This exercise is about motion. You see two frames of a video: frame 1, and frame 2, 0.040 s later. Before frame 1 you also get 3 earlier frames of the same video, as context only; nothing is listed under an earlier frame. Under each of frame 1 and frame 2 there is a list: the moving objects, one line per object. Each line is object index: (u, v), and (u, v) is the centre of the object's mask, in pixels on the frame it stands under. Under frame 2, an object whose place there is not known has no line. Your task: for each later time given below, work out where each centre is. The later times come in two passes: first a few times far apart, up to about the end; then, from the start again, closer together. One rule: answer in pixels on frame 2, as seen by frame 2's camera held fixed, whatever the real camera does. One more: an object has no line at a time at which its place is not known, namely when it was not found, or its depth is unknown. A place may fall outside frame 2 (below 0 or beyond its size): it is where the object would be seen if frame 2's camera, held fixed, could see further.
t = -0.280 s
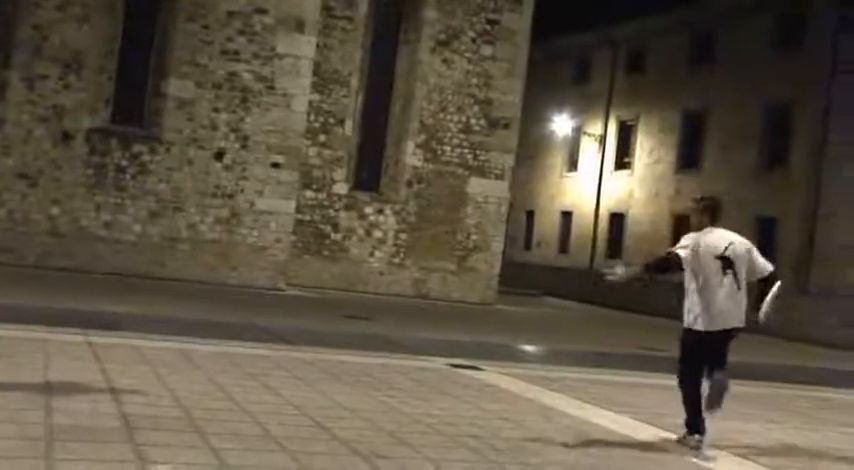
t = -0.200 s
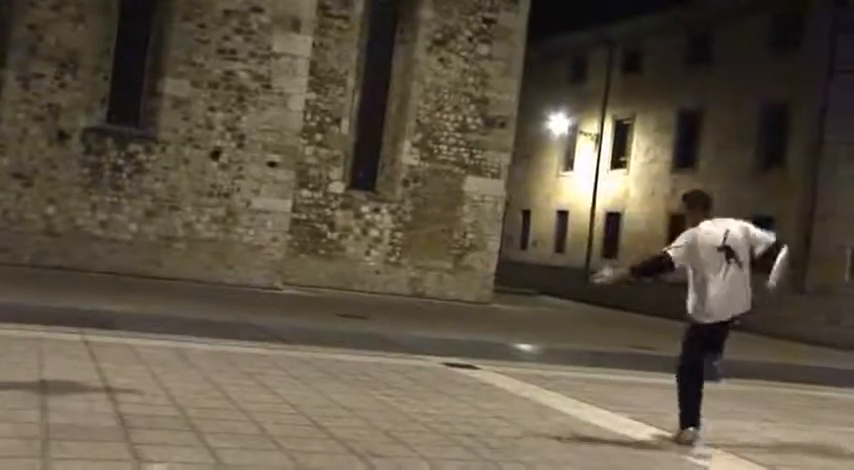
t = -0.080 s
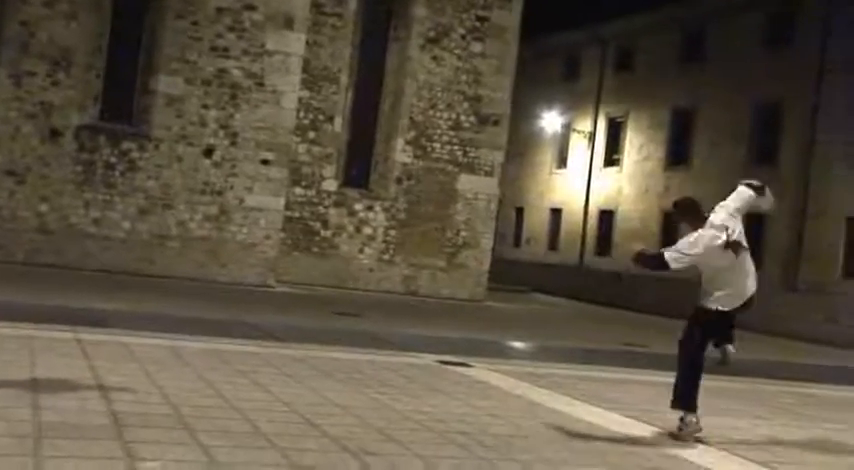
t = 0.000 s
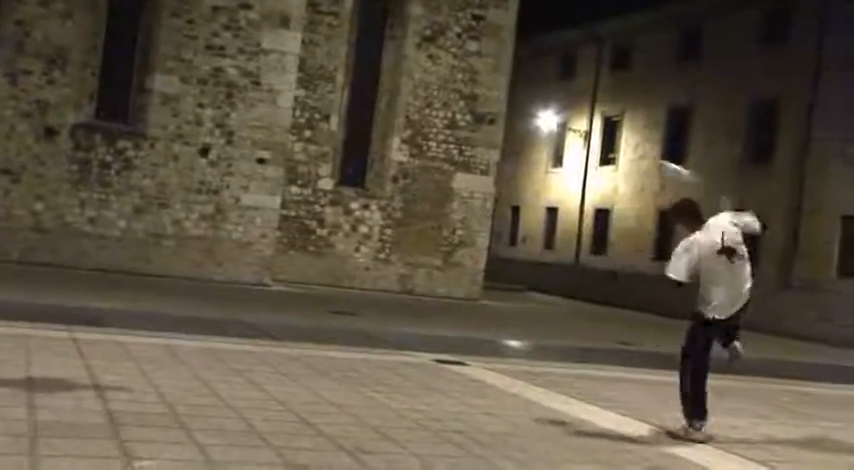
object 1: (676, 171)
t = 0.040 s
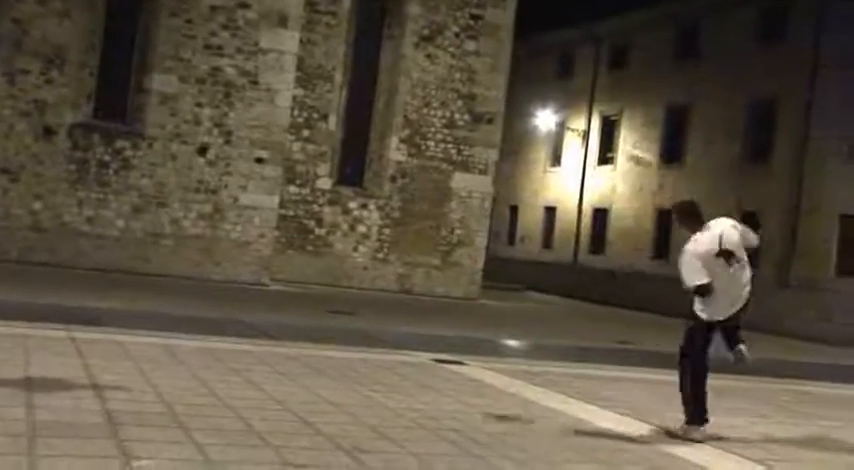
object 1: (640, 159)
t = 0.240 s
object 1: (478, 106)
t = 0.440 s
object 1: (328, 74)
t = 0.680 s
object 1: (157, 73)
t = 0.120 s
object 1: (571, 136)
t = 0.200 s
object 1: (511, 117)
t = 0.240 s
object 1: (478, 106)
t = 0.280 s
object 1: (449, 97)
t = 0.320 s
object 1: (417, 88)
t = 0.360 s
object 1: (386, 85)
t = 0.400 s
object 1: (358, 81)
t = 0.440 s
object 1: (328, 74)
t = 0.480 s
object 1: (299, 71)
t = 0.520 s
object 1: (268, 68)
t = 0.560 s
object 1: (237, 69)
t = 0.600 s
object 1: (210, 69)
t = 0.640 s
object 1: (183, 70)
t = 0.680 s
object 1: (157, 73)
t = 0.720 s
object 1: (130, 75)
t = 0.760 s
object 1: (102, 78)
